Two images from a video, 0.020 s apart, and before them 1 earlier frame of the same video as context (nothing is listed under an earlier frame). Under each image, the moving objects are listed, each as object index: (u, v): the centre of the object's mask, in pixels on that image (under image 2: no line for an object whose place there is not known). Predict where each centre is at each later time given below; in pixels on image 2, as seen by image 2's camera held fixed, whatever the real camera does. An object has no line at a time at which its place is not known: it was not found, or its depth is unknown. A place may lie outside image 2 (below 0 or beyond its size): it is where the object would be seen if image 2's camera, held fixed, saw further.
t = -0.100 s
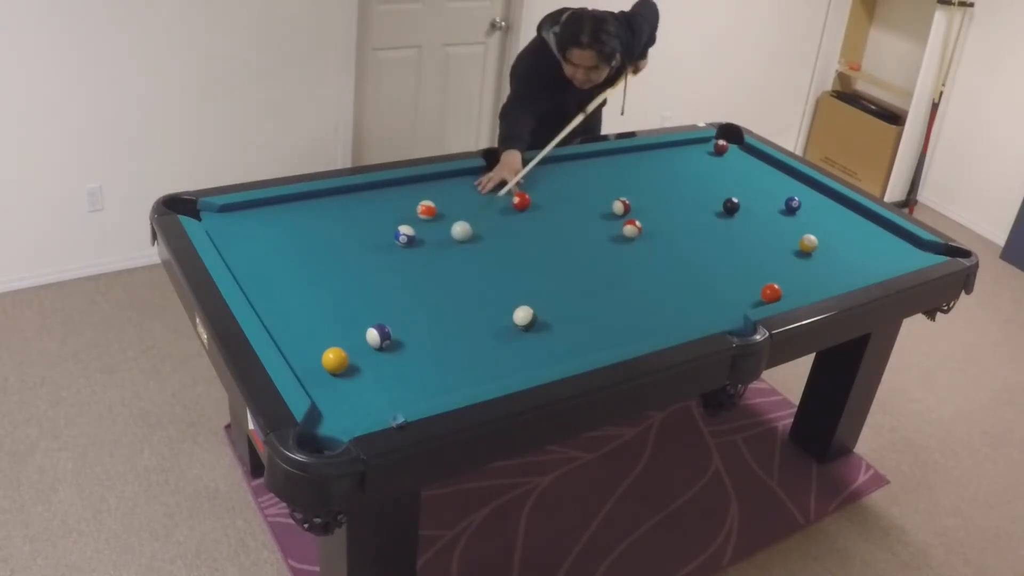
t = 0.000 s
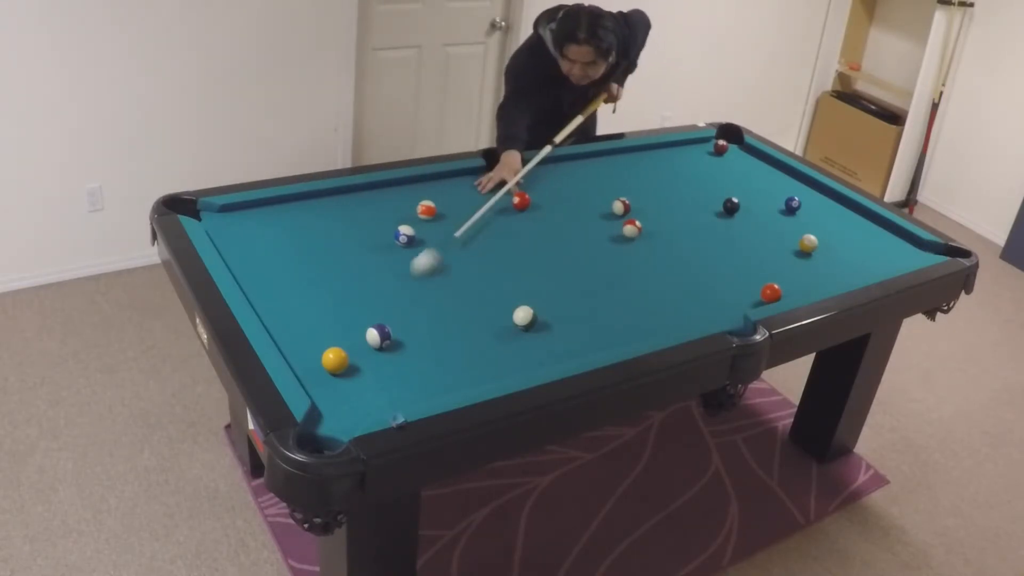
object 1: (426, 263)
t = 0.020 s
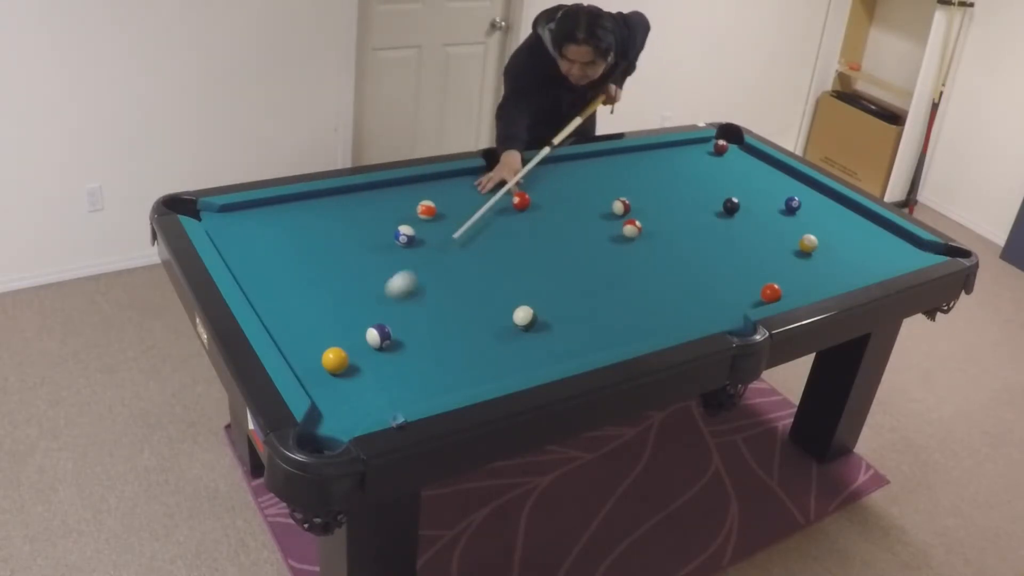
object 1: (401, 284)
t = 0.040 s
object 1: (377, 305)
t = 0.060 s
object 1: (352, 327)
